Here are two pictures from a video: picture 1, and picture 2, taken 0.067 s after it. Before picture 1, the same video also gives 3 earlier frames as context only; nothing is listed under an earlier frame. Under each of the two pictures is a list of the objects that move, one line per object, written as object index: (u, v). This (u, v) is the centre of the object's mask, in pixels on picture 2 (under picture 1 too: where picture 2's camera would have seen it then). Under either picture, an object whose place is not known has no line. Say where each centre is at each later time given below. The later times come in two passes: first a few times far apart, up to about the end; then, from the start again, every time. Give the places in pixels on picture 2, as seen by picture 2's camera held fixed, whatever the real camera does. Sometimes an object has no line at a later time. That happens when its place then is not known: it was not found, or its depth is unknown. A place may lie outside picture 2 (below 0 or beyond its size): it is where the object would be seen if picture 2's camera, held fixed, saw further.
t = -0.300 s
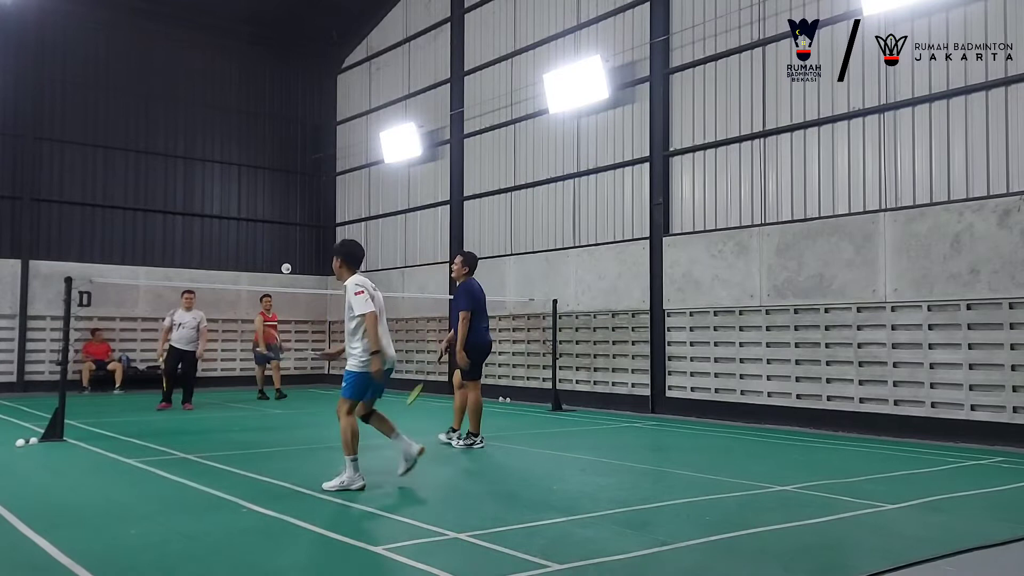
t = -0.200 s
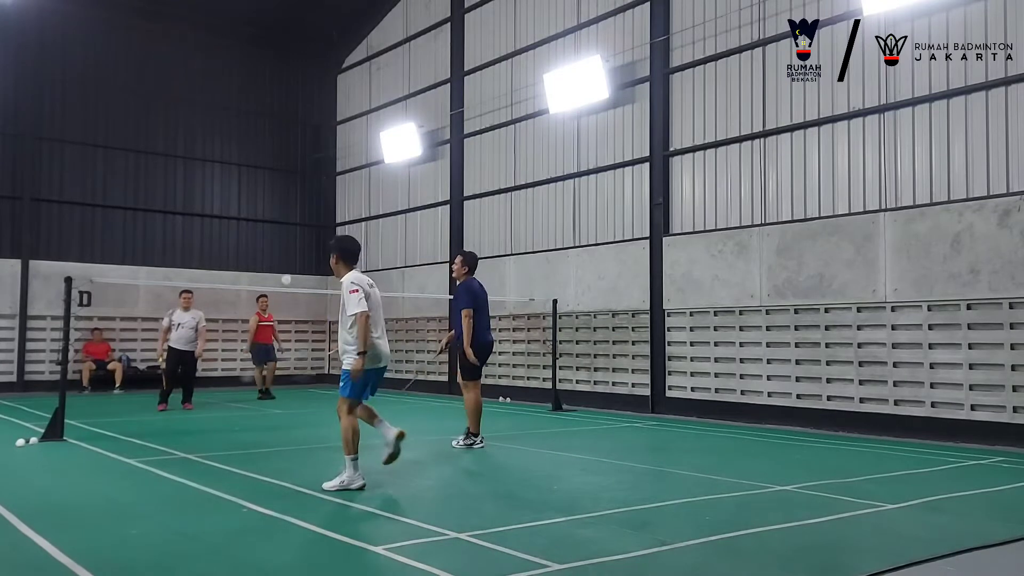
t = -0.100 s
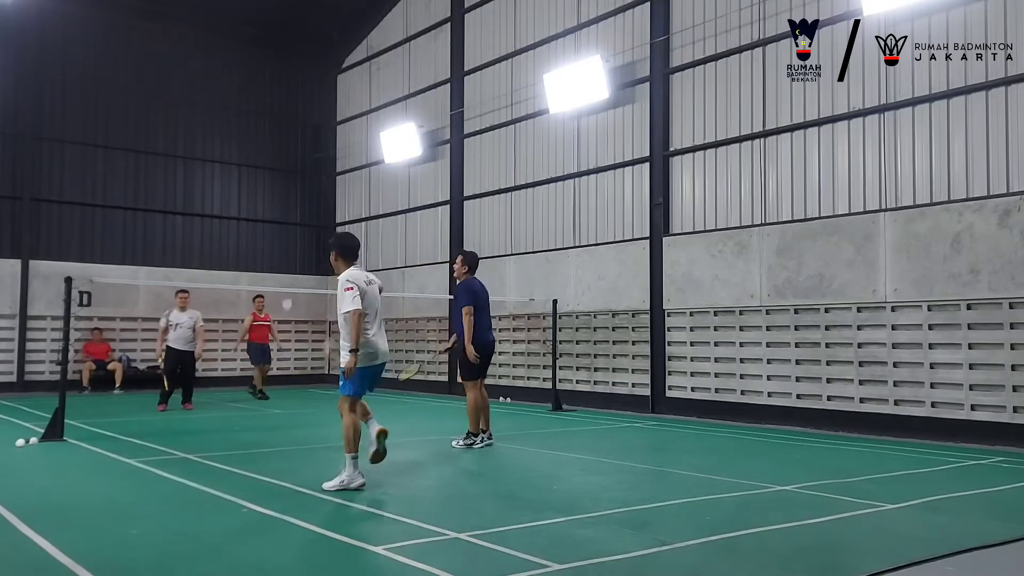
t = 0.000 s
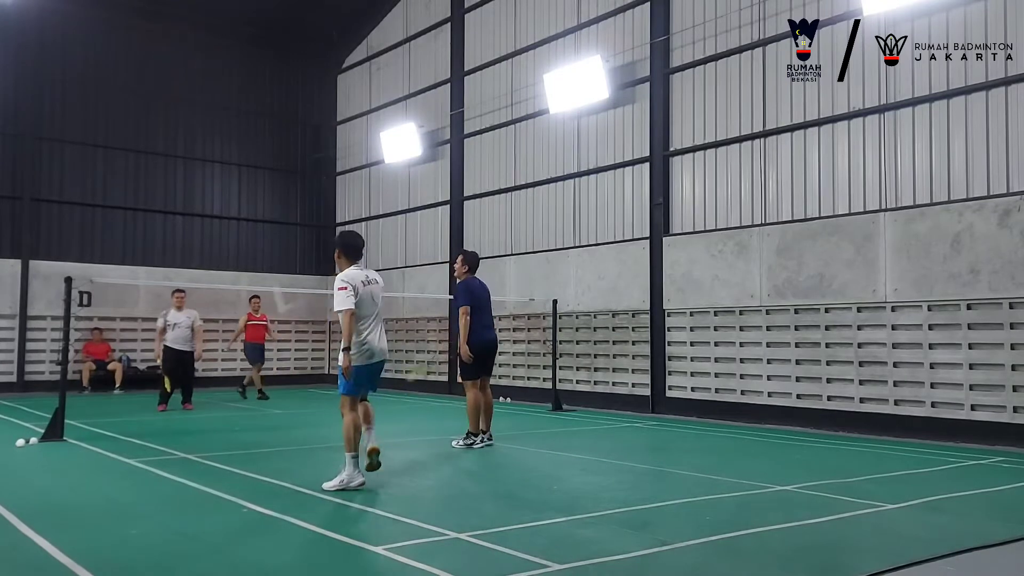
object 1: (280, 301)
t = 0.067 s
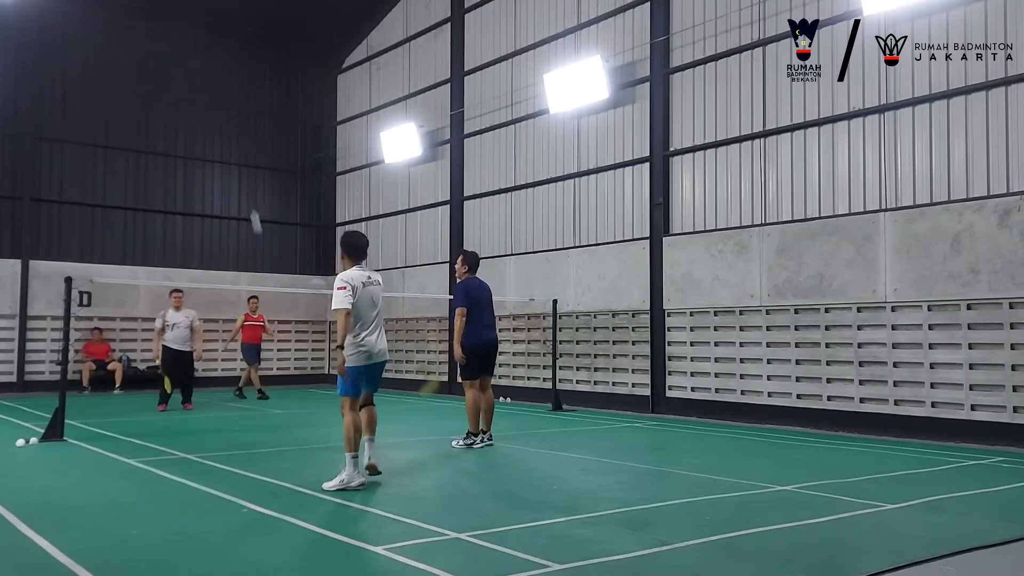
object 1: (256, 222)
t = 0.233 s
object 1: (225, 121)
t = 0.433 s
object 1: (202, 79)
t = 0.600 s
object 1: (189, 78)
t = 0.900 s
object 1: (173, 132)
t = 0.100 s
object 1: (249, 194)
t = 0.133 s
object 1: (243, 172)
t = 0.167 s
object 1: (236, 152)
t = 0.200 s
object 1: (230, 136)
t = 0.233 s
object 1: (225, 121)
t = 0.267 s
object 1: (220, 111)
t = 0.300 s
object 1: (216, 101)
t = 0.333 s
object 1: (212, 93)
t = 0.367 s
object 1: (208, 87)
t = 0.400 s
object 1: (205, 83)
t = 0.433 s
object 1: (202, 79)
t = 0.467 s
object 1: (199, 77)
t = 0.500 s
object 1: (196, 76)
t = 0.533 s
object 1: (194, 76)
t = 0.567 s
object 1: (191, 76)
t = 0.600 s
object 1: (189, 78)
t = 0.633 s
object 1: (187, 81)
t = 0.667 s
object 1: (185, 85)
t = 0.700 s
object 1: (183, 89)
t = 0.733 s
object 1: (181, 95)
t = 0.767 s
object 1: (179, 101)
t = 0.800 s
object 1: (178, 108)
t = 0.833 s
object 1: (176, 115)
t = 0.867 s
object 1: (175, 123)
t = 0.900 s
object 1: (173, 132)
